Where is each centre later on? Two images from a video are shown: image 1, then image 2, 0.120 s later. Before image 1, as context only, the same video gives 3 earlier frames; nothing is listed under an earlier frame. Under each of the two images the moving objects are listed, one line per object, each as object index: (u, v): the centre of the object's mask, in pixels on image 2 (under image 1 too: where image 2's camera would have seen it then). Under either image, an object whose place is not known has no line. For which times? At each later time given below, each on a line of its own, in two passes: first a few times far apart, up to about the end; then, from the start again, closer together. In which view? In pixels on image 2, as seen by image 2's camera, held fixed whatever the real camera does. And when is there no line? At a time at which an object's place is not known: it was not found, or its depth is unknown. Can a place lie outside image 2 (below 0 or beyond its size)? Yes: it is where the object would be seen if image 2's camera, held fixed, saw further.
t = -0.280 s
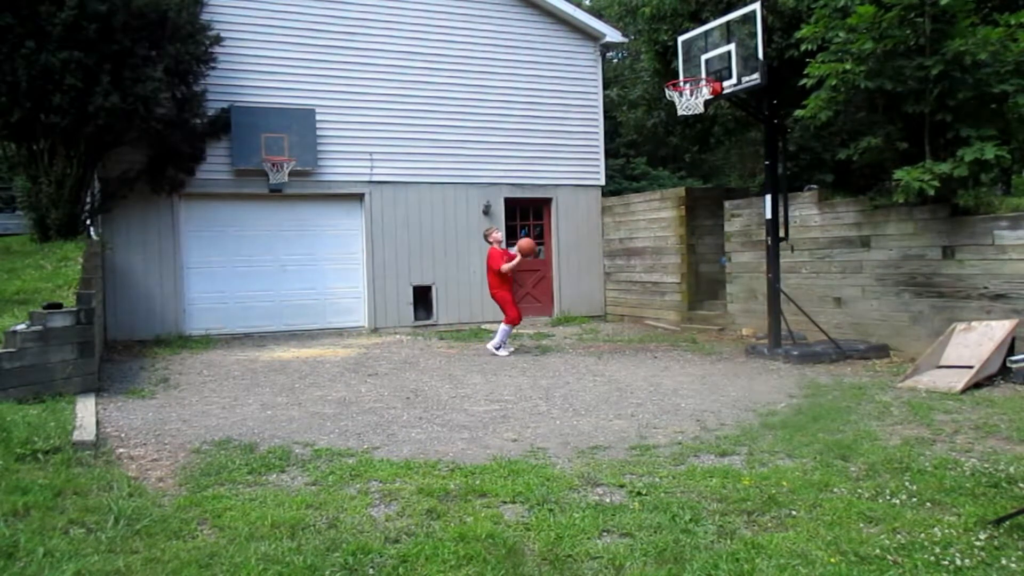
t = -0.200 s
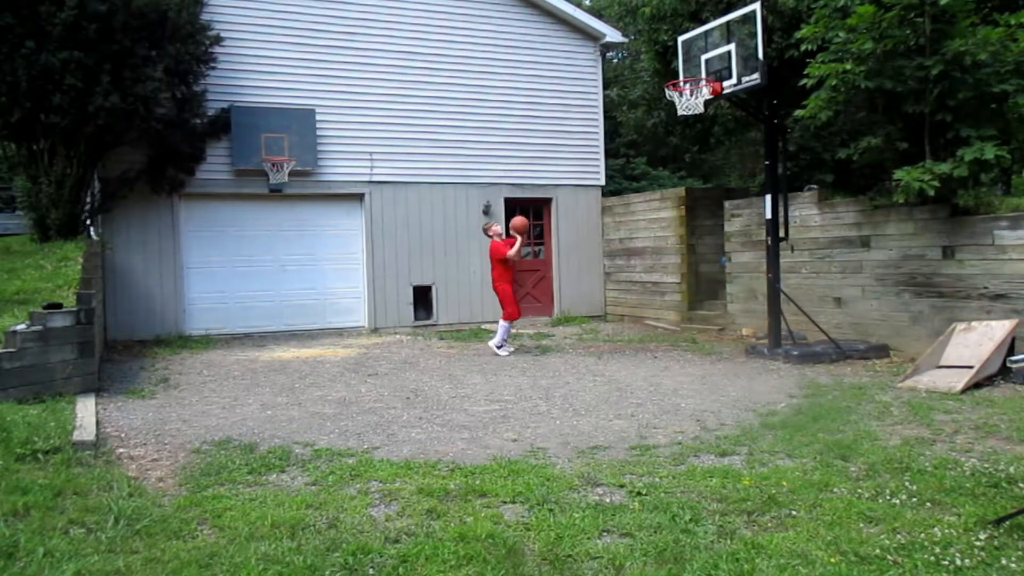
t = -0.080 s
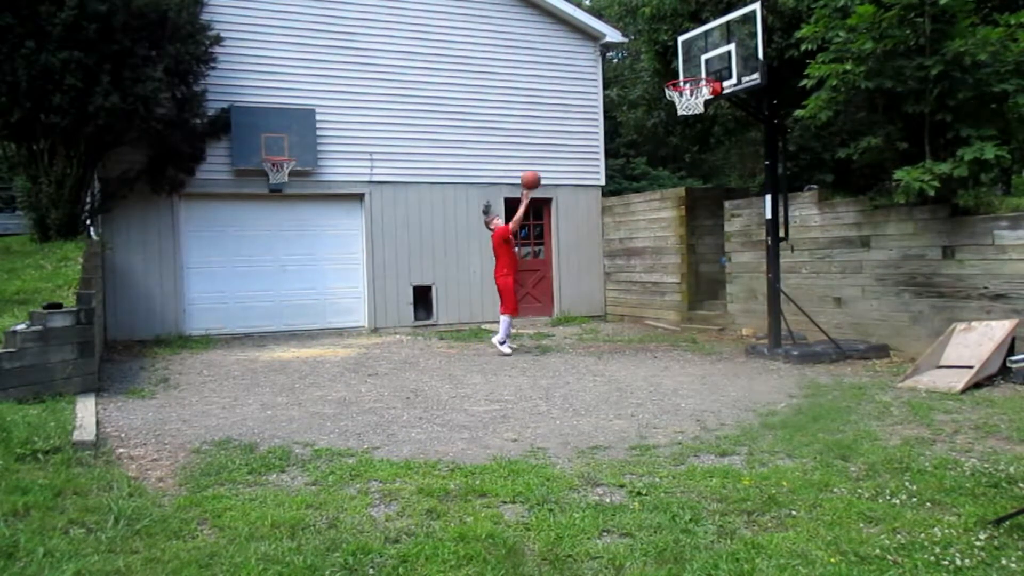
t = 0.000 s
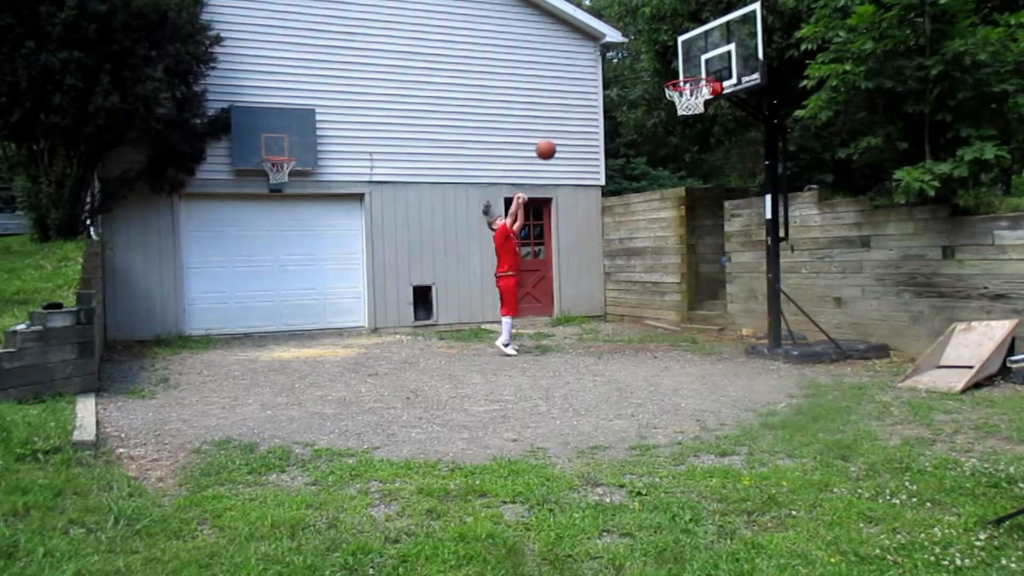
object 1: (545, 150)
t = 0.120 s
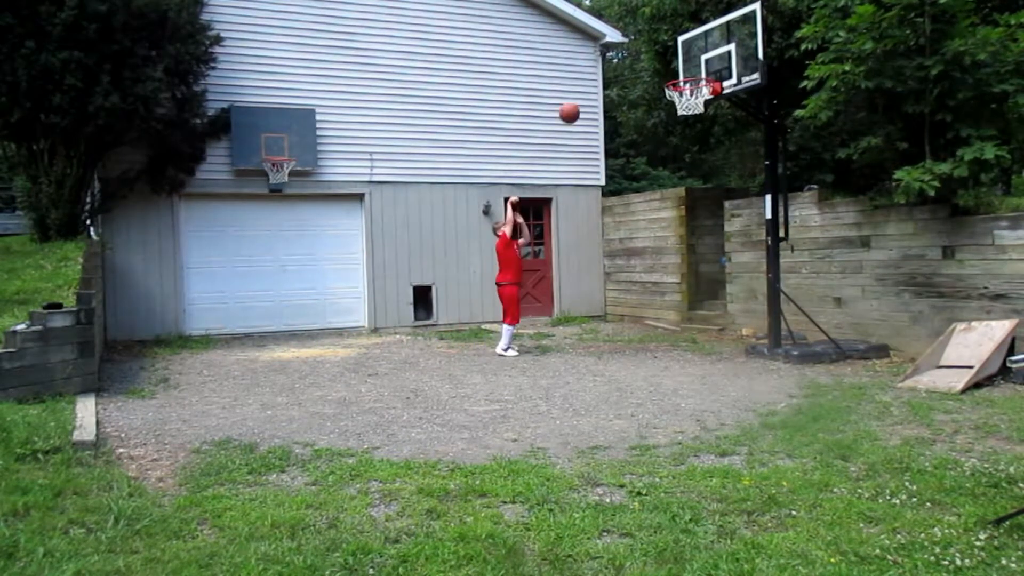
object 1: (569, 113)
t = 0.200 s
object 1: (586, 95)
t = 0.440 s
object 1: (638, 73)
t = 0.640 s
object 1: (666, 77)
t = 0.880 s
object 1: (655, 94)
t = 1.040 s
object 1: (648, 130)
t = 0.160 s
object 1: (577, 103)
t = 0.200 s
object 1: (586, 95)
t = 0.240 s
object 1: (594, 88)
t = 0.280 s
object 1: (603, 82)
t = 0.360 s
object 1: (620, 74)
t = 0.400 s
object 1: (629, 73)
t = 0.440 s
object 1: (638, 73)
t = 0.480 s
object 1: (648, 74)
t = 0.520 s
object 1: (657, 77)
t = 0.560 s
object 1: (666, 78)
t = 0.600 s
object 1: (667, 79)
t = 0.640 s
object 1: (666, 77)
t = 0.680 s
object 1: (664, 77)
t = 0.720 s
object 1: (662, 78)
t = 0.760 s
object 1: (660, 79)
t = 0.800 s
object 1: (658, 82)
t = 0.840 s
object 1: (656, 87)
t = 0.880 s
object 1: (655, 94)
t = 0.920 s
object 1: (654, 101)
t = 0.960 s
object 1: (652, 109)
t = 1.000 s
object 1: (650, 118)
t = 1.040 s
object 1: (648, 130)
